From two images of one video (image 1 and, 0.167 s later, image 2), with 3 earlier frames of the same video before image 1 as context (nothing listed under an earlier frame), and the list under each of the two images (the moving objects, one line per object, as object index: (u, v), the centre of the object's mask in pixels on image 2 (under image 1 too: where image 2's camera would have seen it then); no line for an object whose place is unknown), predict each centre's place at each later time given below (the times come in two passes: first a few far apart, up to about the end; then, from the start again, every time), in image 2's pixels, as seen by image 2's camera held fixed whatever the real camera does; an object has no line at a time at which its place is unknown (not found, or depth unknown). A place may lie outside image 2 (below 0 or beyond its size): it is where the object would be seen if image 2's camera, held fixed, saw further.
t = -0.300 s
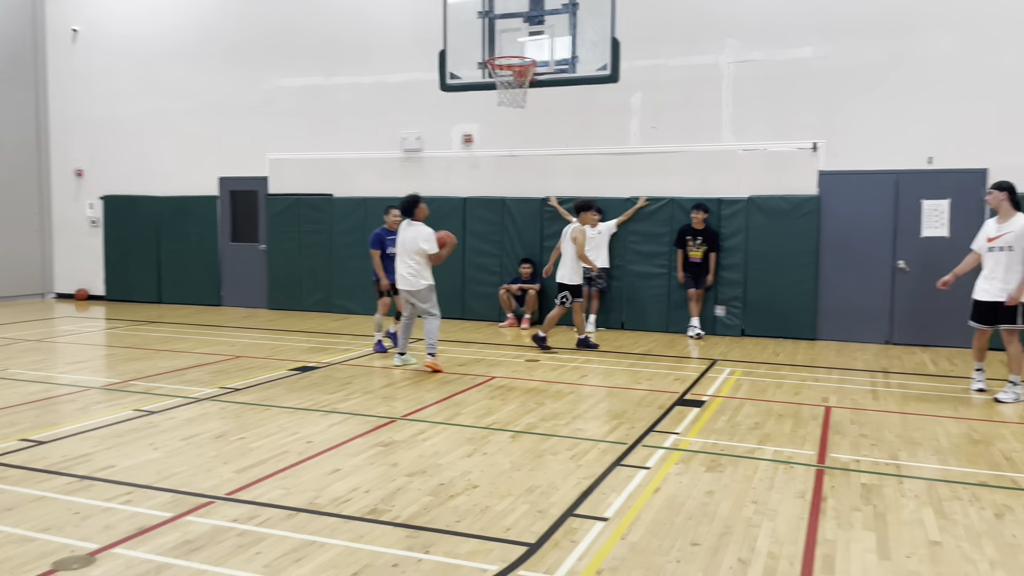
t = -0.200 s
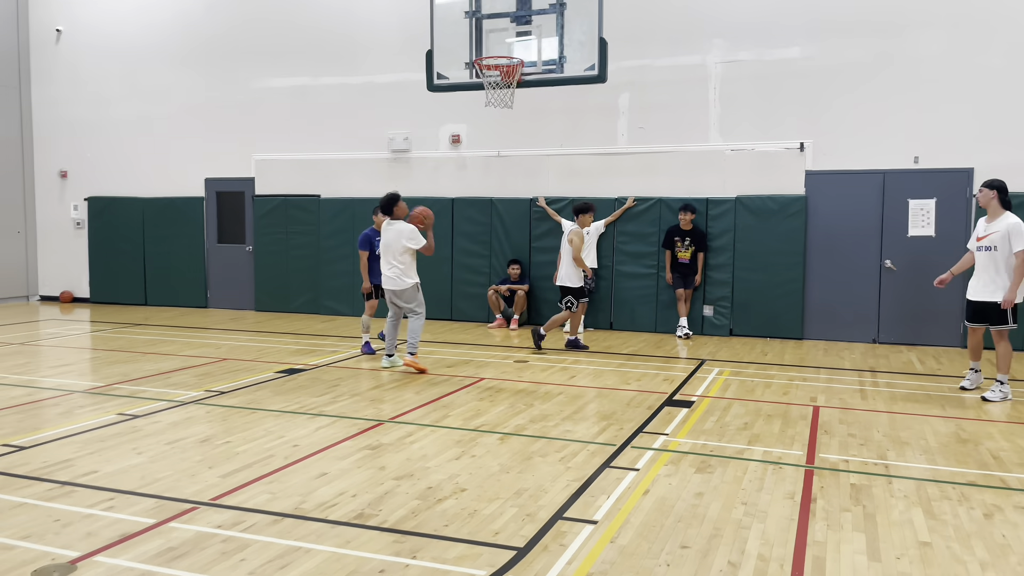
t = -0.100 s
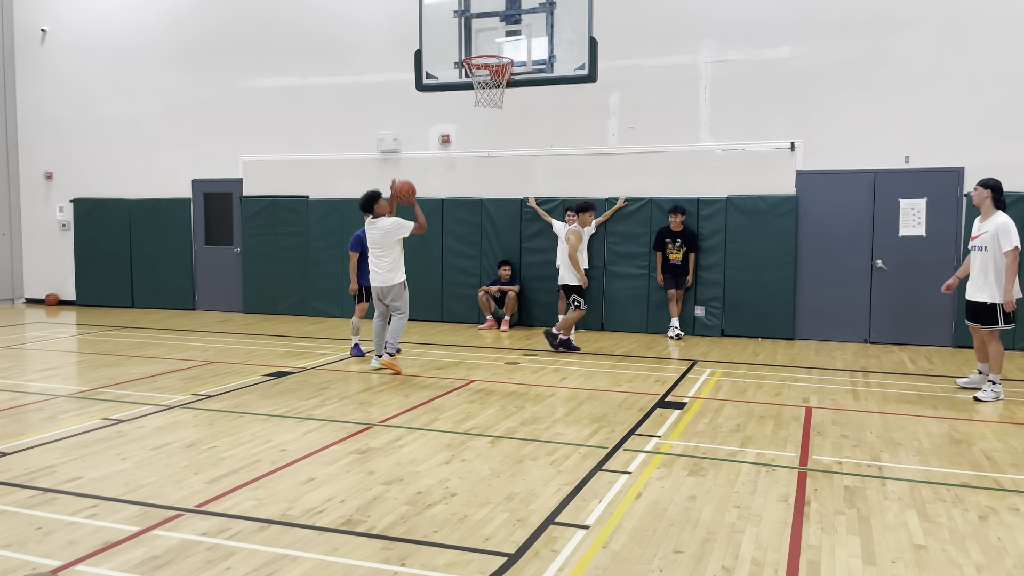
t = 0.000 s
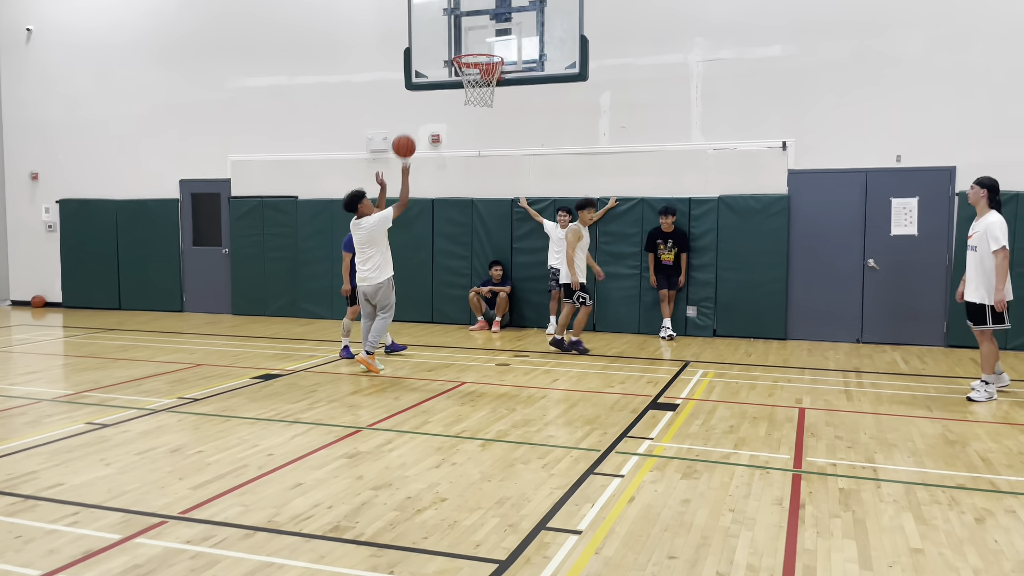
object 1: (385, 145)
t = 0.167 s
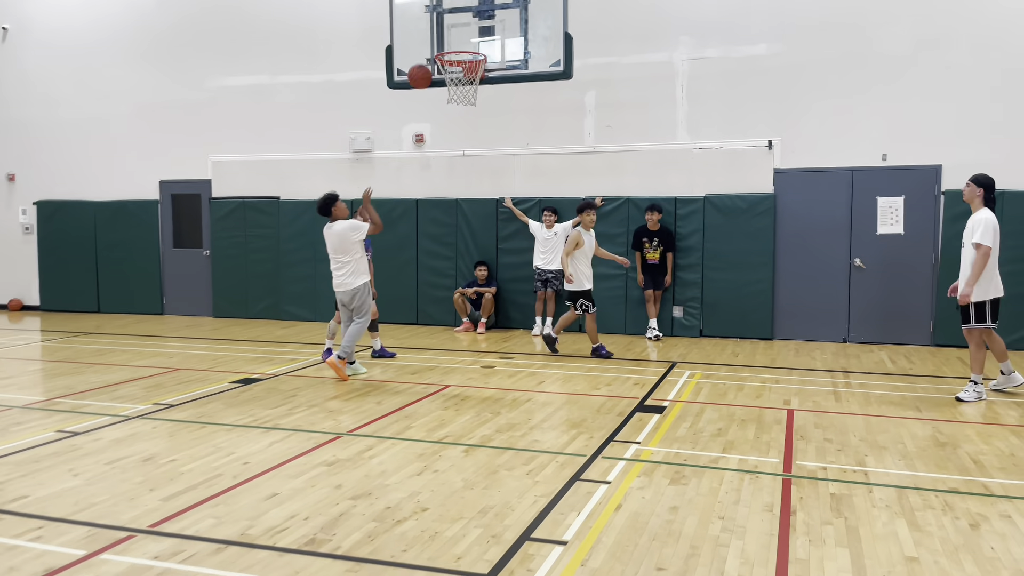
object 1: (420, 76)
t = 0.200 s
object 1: (426, 66)
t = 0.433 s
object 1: (434, 43)
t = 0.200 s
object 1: (426, 66)
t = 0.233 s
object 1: (429, 58)
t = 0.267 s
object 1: (430, 53)
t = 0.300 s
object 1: (431, 49)
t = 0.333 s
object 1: (433, 46)
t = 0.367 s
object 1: (435, 45)
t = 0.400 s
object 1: (435, 44)
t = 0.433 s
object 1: (434, 43)
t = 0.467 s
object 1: (432, 43)
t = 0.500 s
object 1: (431, 43)
